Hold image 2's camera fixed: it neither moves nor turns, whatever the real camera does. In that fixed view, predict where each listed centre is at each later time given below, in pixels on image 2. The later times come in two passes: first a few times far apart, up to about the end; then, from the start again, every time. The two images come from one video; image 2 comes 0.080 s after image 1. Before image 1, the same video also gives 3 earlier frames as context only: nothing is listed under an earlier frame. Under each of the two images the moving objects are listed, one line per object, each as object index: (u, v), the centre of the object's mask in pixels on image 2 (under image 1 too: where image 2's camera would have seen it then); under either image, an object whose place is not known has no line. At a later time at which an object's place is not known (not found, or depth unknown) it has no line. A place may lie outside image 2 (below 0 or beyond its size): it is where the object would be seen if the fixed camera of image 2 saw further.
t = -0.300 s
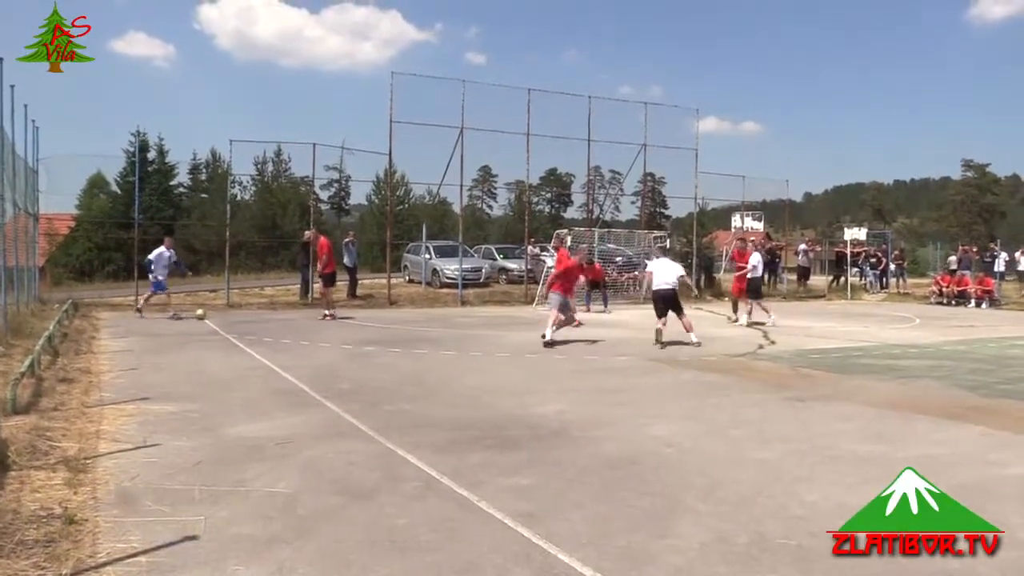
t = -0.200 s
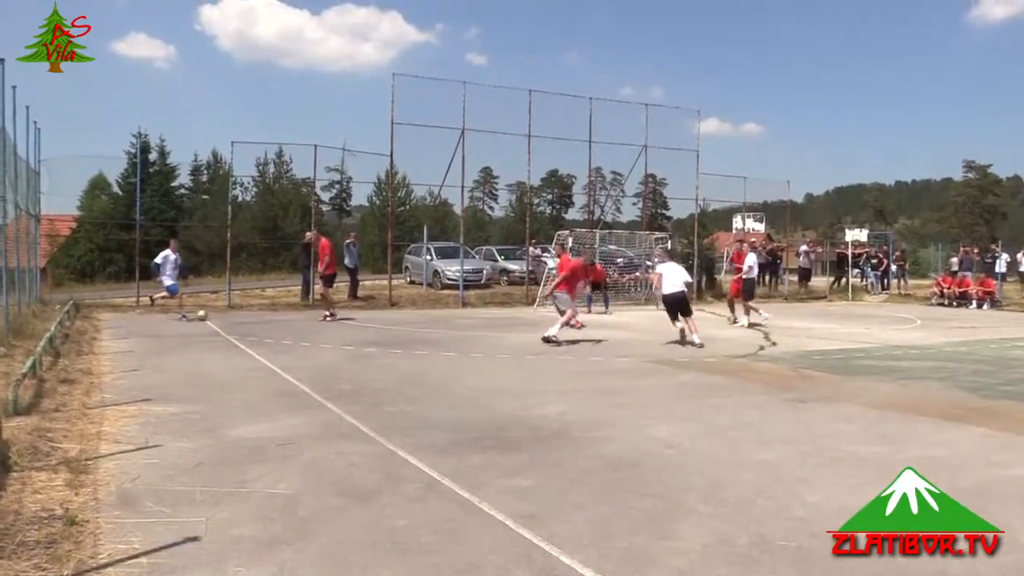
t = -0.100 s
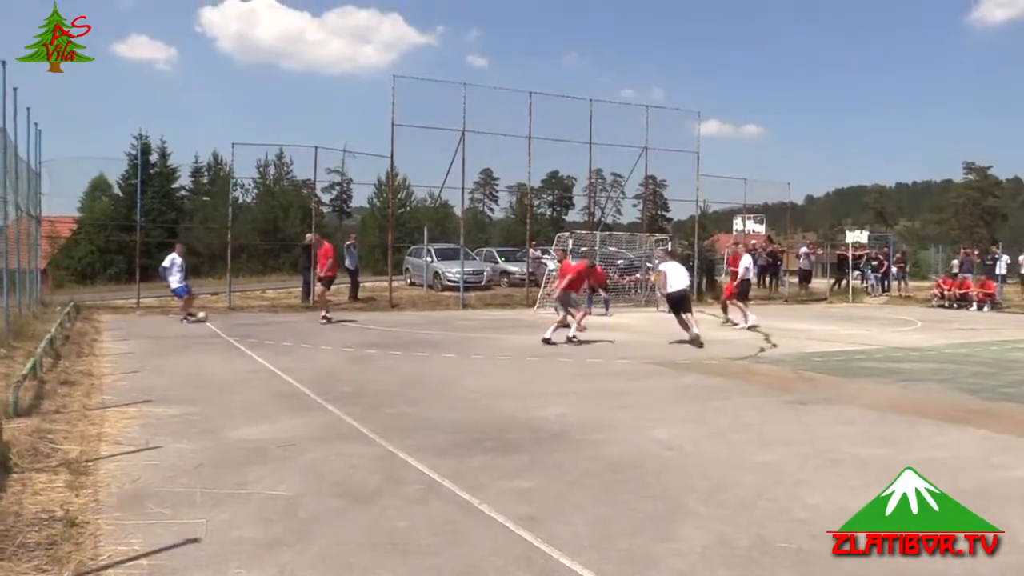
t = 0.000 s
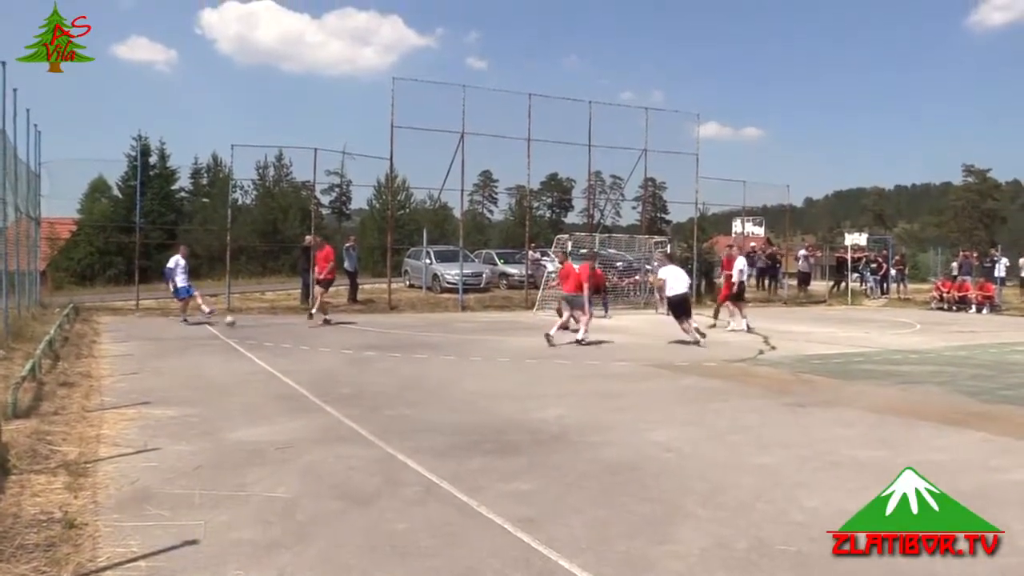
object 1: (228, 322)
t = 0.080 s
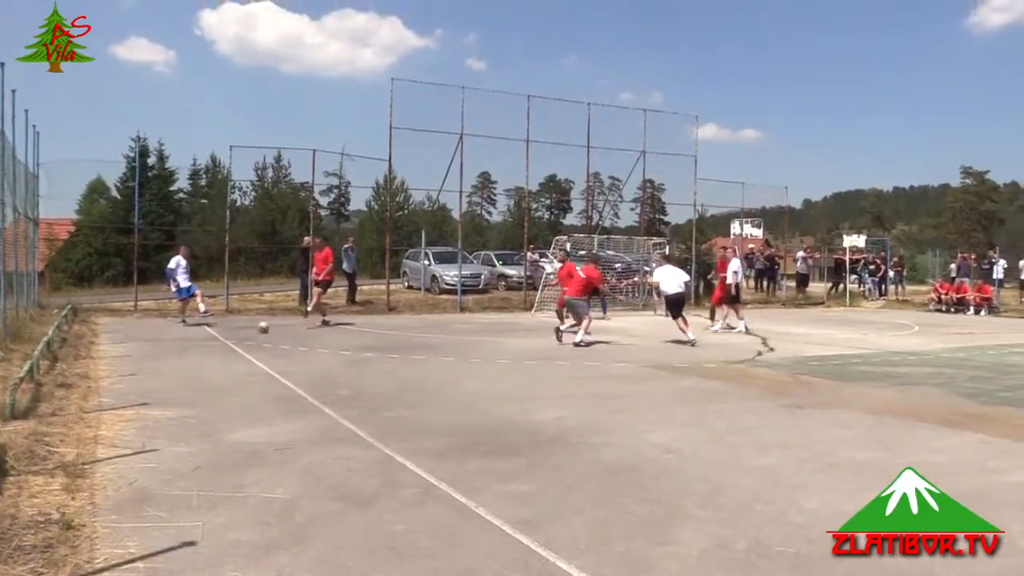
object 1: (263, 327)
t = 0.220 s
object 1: (326, 334)
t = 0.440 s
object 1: (427, 345)
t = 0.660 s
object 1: (537, 359)
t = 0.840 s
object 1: (647, 371)
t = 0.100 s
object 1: (272, 328)
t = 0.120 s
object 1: (280, 329)
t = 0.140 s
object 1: (289, 330)
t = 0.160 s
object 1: (298, 331)
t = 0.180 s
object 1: (308, 332)
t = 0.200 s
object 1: (317, 333)
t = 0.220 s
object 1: (326, 334)
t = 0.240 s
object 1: (334, 335)
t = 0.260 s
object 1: (343, 336)
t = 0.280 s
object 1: (353, 337)
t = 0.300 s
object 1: (361, 338)
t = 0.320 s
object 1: (371, 339)
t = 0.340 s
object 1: (380, 341)
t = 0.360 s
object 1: (390, 342)
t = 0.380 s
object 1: (399, 342)
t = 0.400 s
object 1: (408, 343)
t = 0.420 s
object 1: (417, 344)
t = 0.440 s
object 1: (427, 345)
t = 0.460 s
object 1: (436, 346)
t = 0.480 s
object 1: (446, 348)
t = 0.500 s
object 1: (455, 349)
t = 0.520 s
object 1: (465, 350)
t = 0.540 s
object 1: (475, 350)
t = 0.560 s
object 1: (484, 350)
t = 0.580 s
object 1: (495, 352)
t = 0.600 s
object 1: (505, 354)
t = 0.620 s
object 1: (515, 356)
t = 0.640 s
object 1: (526, 357)
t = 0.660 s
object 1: (537, 359)
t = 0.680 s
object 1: (549, 359)
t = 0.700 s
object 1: (560, 360)
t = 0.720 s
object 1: (571, 362)
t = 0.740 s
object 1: (583, 363)
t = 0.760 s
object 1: (596, 365)
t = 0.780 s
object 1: (608, 368)
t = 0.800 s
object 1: (621, 370)
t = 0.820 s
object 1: (635, 370)
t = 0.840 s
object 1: (647, 371)
